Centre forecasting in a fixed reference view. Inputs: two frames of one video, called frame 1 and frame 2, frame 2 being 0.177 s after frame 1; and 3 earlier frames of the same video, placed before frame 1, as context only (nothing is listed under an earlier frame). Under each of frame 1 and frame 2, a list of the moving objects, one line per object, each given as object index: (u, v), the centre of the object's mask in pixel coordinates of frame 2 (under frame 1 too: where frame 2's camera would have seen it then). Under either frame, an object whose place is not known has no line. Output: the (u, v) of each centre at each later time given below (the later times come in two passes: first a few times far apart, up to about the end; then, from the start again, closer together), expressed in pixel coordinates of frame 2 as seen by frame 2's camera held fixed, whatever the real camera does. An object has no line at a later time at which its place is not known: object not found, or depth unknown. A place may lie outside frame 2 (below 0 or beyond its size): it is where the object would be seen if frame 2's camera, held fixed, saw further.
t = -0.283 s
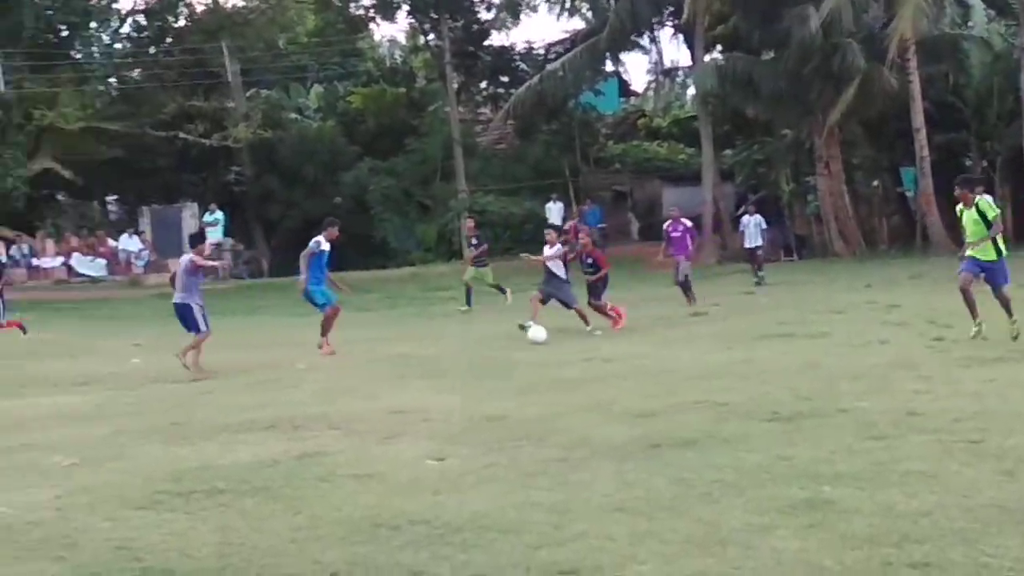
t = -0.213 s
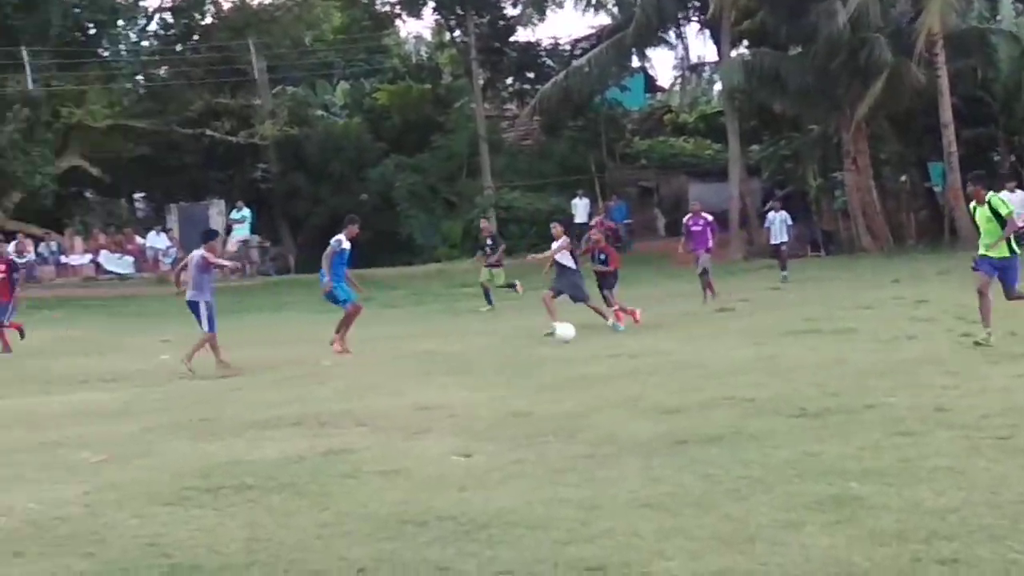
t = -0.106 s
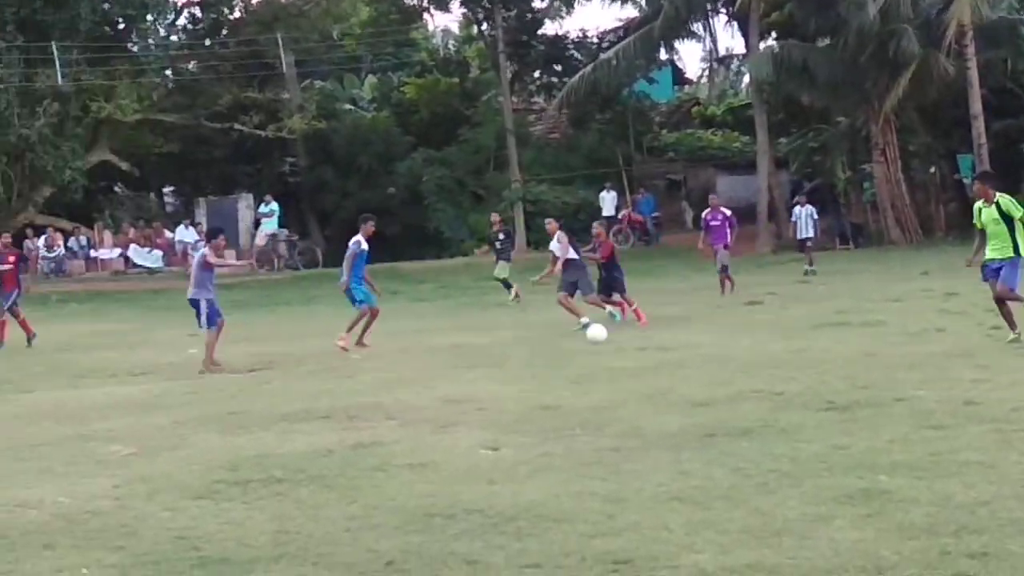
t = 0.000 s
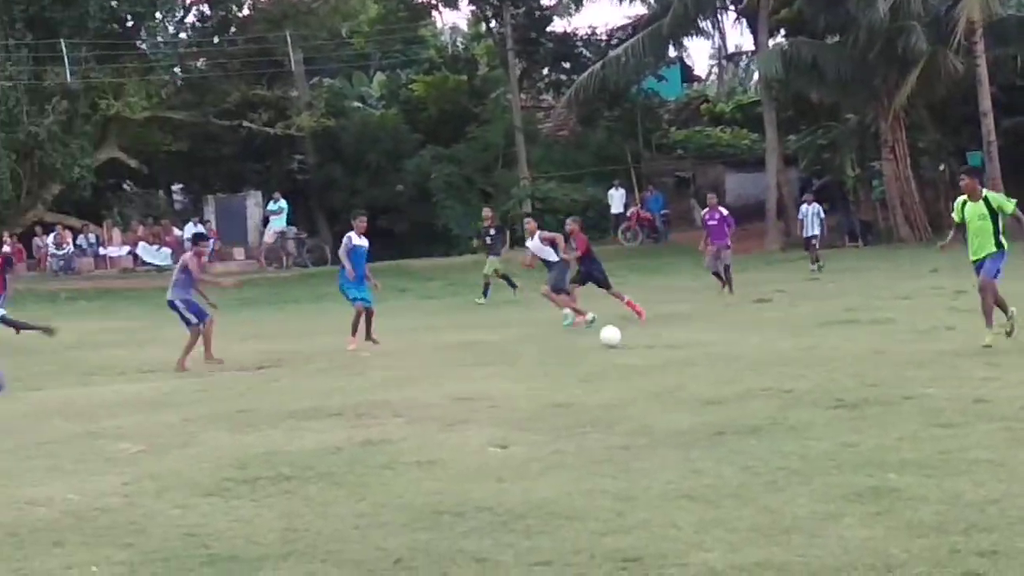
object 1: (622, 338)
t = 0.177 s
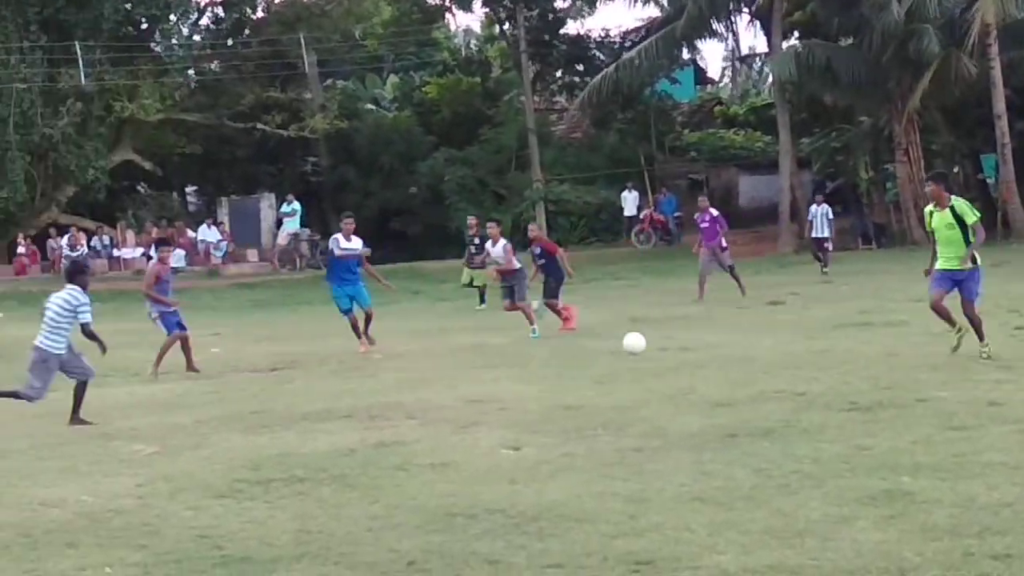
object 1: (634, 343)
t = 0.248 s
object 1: (637, 346)
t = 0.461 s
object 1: (650, 357)
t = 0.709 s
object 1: (669, 371)
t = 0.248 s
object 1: (637, 346)
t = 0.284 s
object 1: (640, 352)
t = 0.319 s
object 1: (643, 356)
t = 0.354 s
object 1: (644, 353)
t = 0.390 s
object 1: (646, 353)
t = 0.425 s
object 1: (648, 355)
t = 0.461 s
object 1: (650, 357)
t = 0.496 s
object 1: (653, 361)
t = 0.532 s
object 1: (656, 369)
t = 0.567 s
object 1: (658, 371)
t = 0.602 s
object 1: (660, 368)
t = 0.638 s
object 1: (663, 368)
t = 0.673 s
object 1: (665, 368)
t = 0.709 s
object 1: (669, 371)
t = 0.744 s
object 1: (672, 376)
